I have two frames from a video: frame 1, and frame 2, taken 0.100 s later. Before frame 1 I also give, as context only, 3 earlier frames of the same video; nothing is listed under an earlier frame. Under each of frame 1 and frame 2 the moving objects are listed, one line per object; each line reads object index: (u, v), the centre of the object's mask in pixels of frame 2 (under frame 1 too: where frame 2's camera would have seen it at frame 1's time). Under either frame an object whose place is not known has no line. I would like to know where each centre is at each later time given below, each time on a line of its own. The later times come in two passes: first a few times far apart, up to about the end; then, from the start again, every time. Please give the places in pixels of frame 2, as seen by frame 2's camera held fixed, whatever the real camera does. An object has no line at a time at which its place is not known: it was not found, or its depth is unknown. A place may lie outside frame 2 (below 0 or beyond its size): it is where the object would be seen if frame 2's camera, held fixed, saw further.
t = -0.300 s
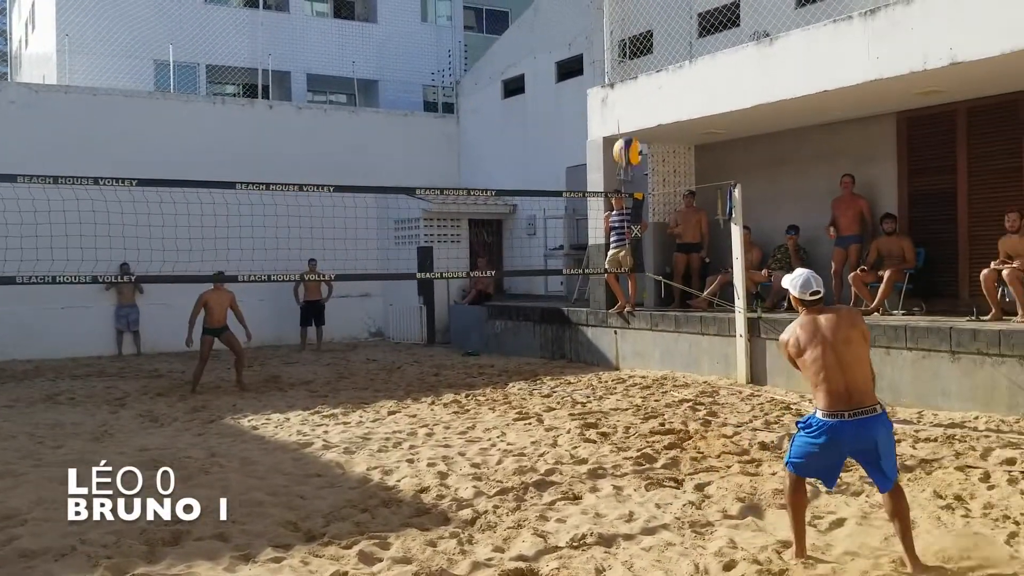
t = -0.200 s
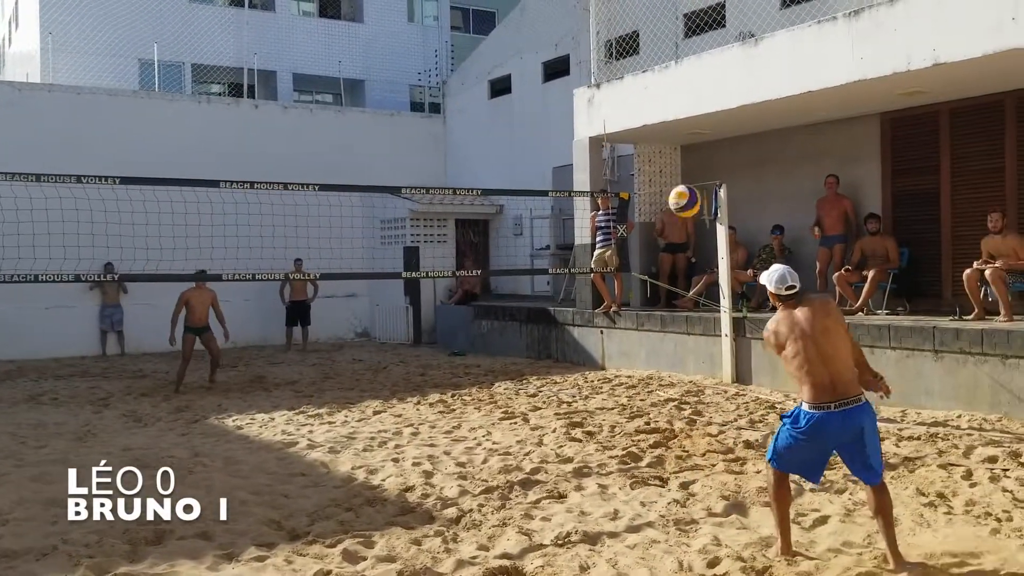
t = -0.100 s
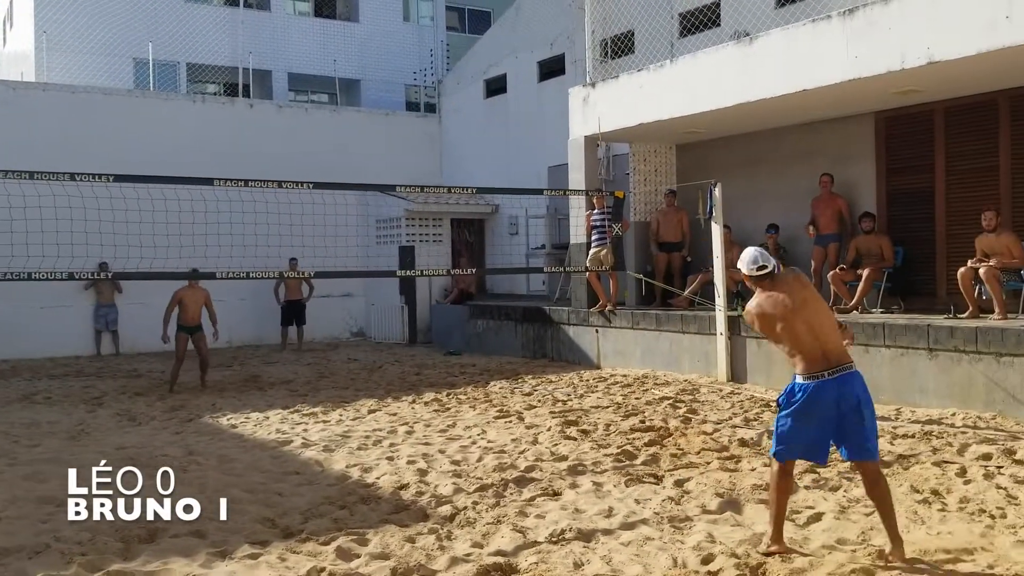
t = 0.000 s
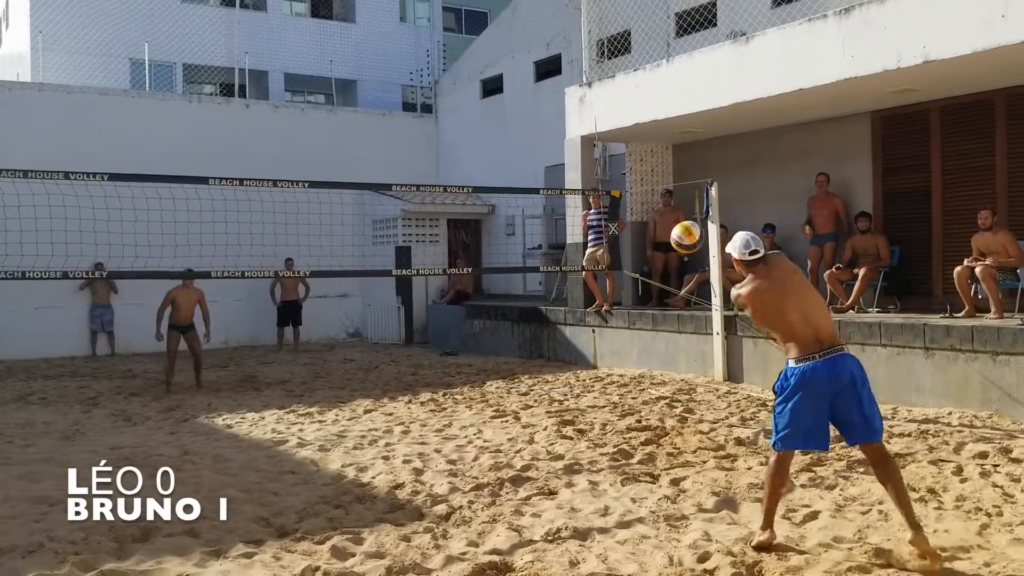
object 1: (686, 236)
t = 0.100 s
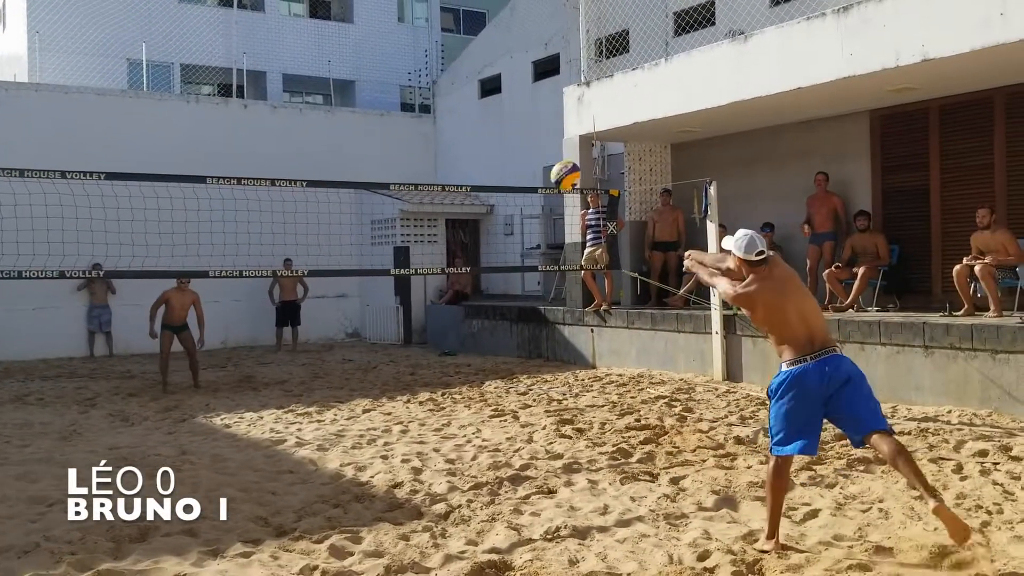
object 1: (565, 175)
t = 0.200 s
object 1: (465, 136)
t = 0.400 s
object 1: (307, 107)
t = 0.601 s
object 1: (193, 127)
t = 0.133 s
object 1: (530, 160)
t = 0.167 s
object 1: (497, 147)
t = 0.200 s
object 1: (465, 136)
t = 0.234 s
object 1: (435, 127)
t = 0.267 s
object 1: (407, 120)
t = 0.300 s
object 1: (380, 115)
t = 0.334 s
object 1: (355, 111)
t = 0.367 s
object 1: (330, 109)
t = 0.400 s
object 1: (307, 107)
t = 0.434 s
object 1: (285, 108)
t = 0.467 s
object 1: (264, 110)
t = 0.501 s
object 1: (245, 112)
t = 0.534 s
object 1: (228, 117)
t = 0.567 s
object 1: (210, 122)
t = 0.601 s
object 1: (193, 127)
